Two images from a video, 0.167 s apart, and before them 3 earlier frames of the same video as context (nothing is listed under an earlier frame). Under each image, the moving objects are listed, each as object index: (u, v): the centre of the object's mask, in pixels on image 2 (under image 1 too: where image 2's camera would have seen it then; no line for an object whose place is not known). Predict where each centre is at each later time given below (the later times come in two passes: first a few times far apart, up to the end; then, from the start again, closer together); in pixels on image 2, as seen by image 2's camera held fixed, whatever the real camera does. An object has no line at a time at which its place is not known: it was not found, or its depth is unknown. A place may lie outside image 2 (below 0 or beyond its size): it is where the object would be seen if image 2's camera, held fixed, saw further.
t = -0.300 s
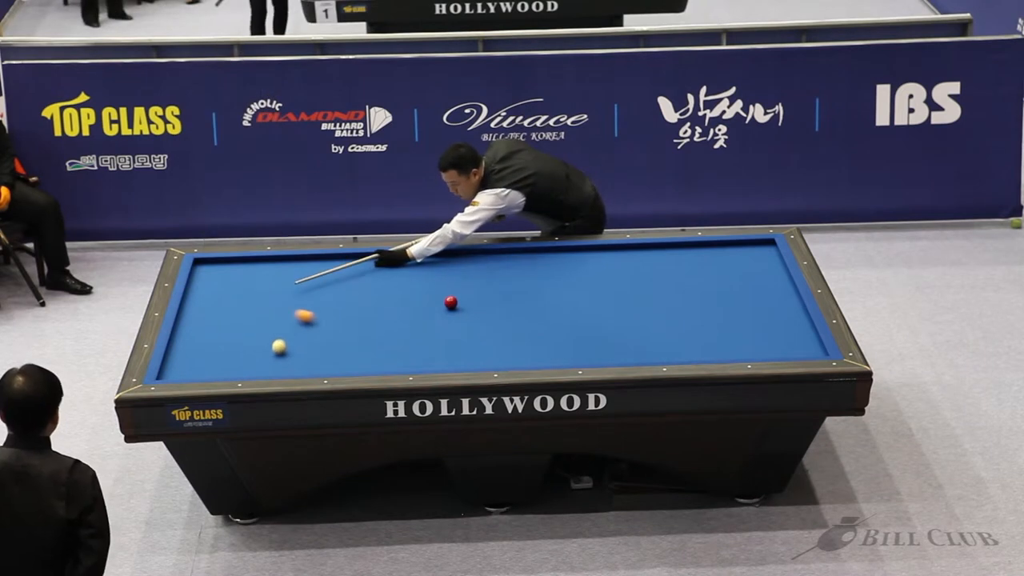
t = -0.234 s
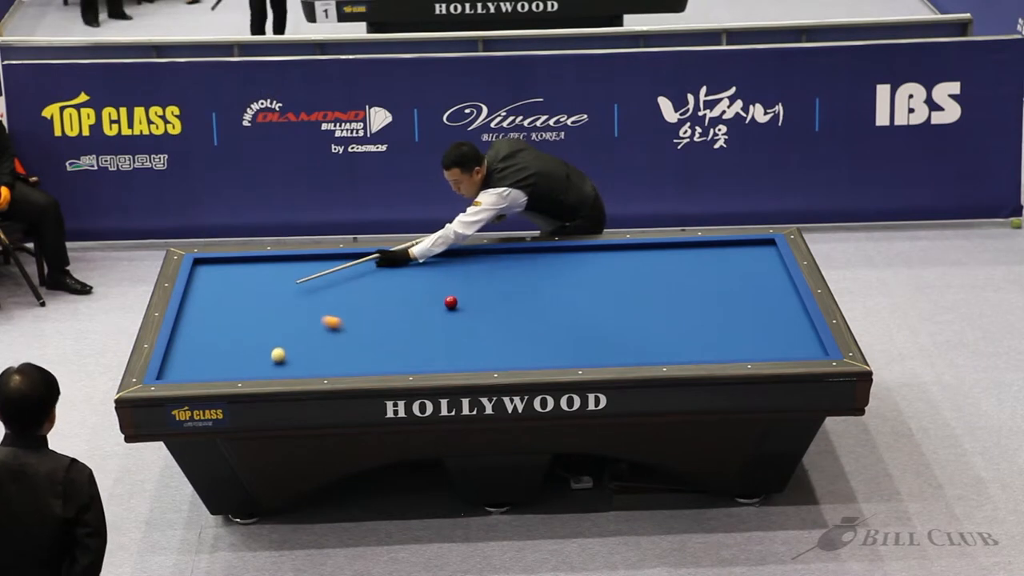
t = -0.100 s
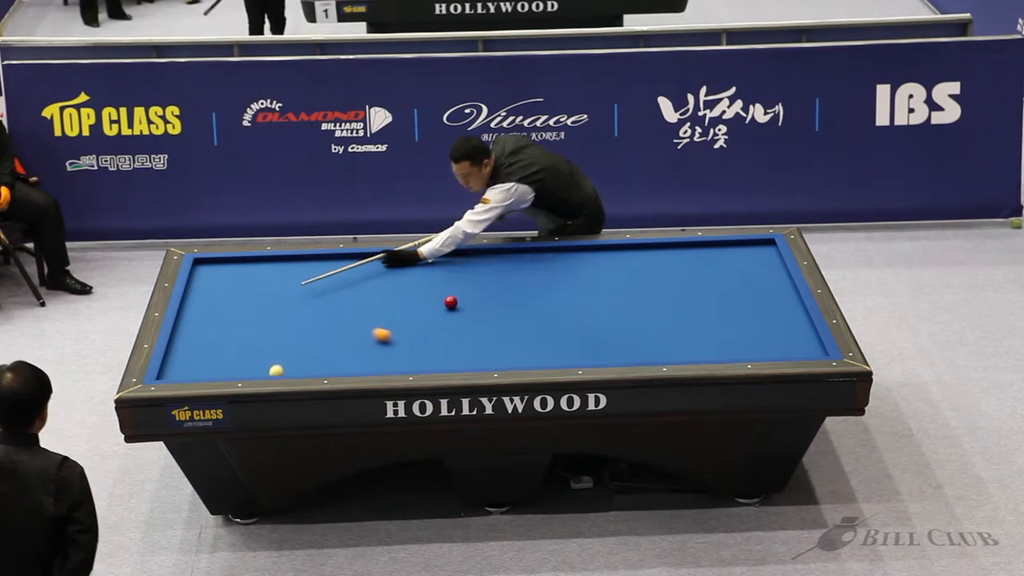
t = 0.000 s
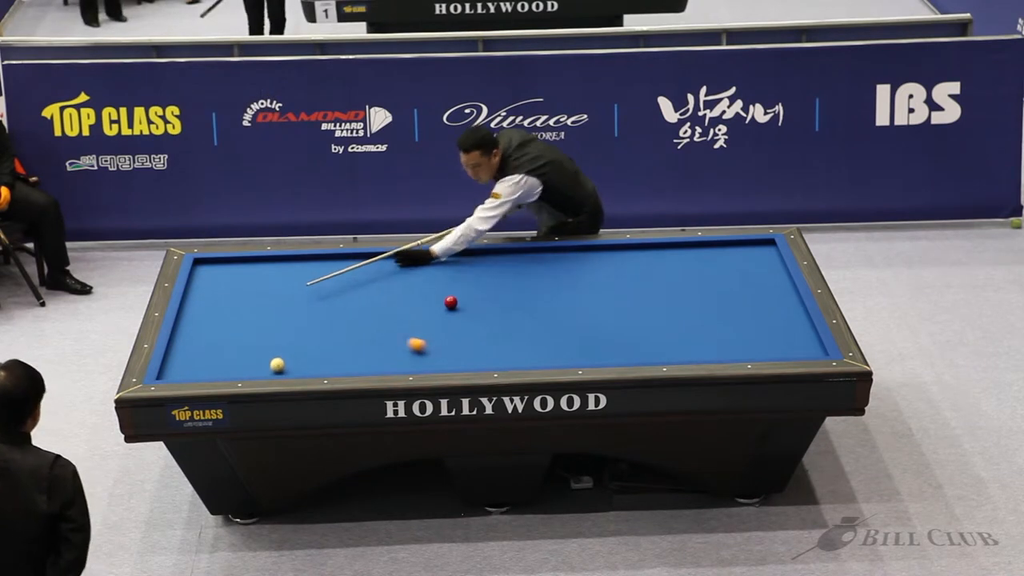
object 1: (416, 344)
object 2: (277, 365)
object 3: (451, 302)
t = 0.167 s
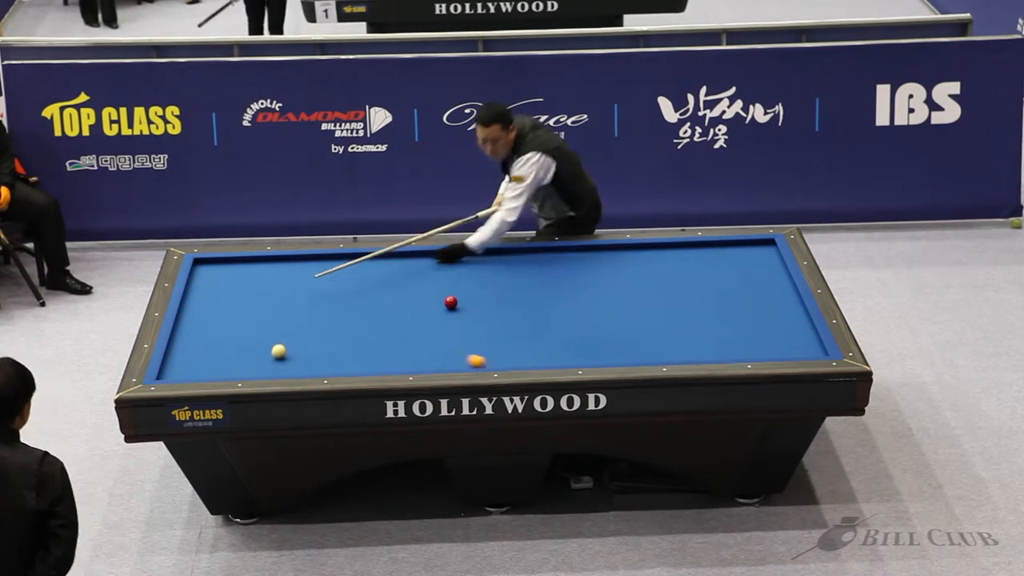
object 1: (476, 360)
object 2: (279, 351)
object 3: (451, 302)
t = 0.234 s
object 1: (500, 361)
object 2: (279, 347)
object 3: (451, 302)
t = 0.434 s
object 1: (560, 344)
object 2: (281, 333)
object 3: (451, 302)
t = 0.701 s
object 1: (639, 325)
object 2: (282, 316)
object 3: (451, 302)
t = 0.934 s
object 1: (704, 309)
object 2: (284, 302)
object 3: (451, 302)
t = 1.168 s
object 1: (766, 293)
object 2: (285, 288)
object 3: (451, 302)
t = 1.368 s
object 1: (764, 281)
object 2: (286, 277)
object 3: (451, 302)
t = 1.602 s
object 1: (718, 267)
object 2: (287, 265)
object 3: (451, 302)
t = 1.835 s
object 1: (677, 254)
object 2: (287, 261)
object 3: (451, 302)
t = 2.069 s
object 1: (641, 247)
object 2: (285, 268)
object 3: (451, 302)
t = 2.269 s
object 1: (613, 256)
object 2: (283, 273)
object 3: (451, 302)
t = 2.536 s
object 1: (577, 267)
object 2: (282, 281)
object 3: (451, 302)
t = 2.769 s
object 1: (545, 276)
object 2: (280, 287)
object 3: (451, 302)
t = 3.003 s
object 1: (512, 285)
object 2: (278, 294)
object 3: (451, 302)
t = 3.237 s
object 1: (480, 294)
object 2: (277, 300)
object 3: (451, 302)
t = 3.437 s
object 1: (463, 300)
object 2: (276, 305)
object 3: (440, 304)
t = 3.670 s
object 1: (458, 305)
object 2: (274, 311)
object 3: (416, 308)
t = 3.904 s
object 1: (453, 309)
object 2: (273, 317)
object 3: (392, 313)
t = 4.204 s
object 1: (447, 314)
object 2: (272, 324)
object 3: (363, 317)
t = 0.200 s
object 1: (488, 362)
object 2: (279, 349)
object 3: (451, 302)
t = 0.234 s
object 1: (500, 361)
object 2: (279, 347)
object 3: (451, 302)
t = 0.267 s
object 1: (510, 359)
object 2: (279, 344)
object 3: (451, 302)
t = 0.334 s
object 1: (530, 353)
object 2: (280, 340)
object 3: (451, 302)
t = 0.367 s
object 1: (541, 349)
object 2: (280, 338)
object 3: (451, 302)
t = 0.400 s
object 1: (551, 347)
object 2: (281, 335)
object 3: (451, 302)
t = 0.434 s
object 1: (560, 344)
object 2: (281, 333)
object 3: (451, 302)
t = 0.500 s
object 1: (580, 339)
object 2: (281, 329)
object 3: (451, 302)
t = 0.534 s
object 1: (590, 337)
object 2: (281, 327)
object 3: (451, 302)
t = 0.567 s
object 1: (600, 335)
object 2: (282, 325)
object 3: (451, 302)
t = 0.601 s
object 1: (610, 332)
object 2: (282, 322)
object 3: (451, 302)
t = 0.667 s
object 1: (629, 327)
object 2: (282, 318)
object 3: (451, 302)
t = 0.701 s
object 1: (639, 325)
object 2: (282, 316)
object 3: (451, 302)
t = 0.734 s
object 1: (648, 323)
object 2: (283, 314)
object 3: (451, 302)
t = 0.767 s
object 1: (658, 320)
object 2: (283, 312)
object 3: (451, 302)
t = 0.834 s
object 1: (676, 316)
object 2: (283, 308)
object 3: (451, 302)
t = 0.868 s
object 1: (686, 313)
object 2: (284, 306)
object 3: (451, 302)
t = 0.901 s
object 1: (695, 311)
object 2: (284, 304)
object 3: (451, 302)
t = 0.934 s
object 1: (704, 309)
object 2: (284, 302)
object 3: (451, 302)
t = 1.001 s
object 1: (722, 304)
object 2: (284, 298)
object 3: (451, 302)
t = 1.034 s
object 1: (731, 302)
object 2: (284, 296)
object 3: (451, 302)
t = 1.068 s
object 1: (740, 300)
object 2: (285, 294)
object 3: (451, 302)
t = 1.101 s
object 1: (749, 298)
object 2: (285, 292)
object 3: (451, 302)
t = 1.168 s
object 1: (766, 293)
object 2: (285, 288)
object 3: (451, 302)
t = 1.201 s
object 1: (775, 292)
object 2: (285, 287)
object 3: (451, 302)
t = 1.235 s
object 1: (784, 289)
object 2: (286, 285)
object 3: (451, 302)
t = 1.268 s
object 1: (789, 287)
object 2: (286, 283)
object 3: (451, 302)
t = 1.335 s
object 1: (772, 283)
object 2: (286, 279)
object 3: (451, 302)
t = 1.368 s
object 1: (764, 281)
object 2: (286, 277)
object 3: (451, 302)
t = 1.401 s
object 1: (756, 279)
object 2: (286, 276)
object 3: (451, 302)
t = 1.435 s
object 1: (749, 277)
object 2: (286, 274)
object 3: (451, 302)
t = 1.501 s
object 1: (736, 273)
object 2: (287, 271)
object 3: (451, 302)
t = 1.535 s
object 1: (730, 271)
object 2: (287, 269)
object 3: (451, 302)
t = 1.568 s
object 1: (724, 269)
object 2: (287, 267)
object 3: (451, 302)
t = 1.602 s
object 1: (718, 267)
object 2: (287, 265)
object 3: (451, 302)
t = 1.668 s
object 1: (706, 263)
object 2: (288, 262)
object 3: (451, 302)
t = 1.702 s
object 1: (700, 262)
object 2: (288, 260)
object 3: (451, 302)
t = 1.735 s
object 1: (694, 260)
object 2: (288, 259)
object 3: (451, 302)
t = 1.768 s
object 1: (689, 258)
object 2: (288, 258)
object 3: (451, 302)
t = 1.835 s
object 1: (677, 254)
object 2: (287, 261)
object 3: (451, 302)
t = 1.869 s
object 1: (672, 252)
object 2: (287, 262)
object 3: (451, 302)
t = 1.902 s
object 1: (666, 251)
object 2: (287, 263)
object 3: (451, 302)
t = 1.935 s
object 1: (661, 249)
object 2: (286, 264)
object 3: (451, 302)
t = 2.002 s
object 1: (650, 245)
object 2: (286, 266)
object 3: (451, 302)
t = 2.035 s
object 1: (645, 246)
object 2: (286, 267)
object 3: (451, 302)
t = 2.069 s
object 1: (641, 247)
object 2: (285, 268)
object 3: (451, 302)
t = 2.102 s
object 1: (636, 249)
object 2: (285, 268)
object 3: (451, 302)
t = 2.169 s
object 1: (627, 252)
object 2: (284, 271)
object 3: (451, 302)
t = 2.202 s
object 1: (622, 253)
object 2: (284, 271)
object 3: (451, 302)
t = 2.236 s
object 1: (618, 255)
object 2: (284, 272)
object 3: (451, 302)
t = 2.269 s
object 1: (613, 256)
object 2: (283, 273)
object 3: (451, 302)
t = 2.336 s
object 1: (604, 259)
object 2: (283, 275)
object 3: (451, 302)
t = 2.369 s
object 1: (600, 260)
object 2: (283, 276)
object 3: (451, 302)
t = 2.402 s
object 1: (595, 261)
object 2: (283, 277)
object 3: (451, 302)
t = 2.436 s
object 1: (590, 263)
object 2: (282, 278)
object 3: (451, 302)
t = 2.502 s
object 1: (581, 265)
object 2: (282, 280)
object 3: (451, 302)
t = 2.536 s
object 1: (577, 267)
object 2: (282, 281)
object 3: (451, 302)
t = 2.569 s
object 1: (572, 268)
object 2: (281, 282)
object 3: (451, 302)
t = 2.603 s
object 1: (567, 269)
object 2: (281, 283)
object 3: (451, 302)
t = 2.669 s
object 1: (558, 272)
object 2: (281, 284)
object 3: (451, 302)
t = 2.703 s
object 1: (554, 273)
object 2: (281, 285)
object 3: (451, 302)
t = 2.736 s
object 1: (549, 274)
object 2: (280, 286)
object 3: (451, 302)
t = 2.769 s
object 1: (545, 276)
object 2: (280, 287)
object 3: (451, 302)
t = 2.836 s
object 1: (535, 279)
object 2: (279, 289)
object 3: (451, 302)
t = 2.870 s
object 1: (531, 280)
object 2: (279, 290)
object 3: (451, 302)
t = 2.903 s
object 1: (526, 281)
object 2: (279, 291)
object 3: (451, 302)
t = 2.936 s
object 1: (521, 282)
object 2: (279, 292)
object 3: (451, 302)
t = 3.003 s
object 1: (512, 285)
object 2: (278, 294)
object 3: (451, 302)
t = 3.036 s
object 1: (507, 286)
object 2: (278, 294)
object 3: (451, 302)
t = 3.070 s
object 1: (503, 287)
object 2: (278, 295)
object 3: (451, 302)
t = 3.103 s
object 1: (498, 289)
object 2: (278, 296)
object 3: (451, 302)
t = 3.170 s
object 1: (489, 292)
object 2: (277, 298)
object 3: (451, 302)
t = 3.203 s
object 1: (484, 293)
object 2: (277, 299)
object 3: (451, 302)
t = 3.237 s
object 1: (480, 294)
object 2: (277, 300)
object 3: (451, 302)
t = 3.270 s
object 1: (475, 296)
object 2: (277, 301)
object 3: (451, 302)
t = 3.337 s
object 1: (466, 298)
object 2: (276, 302)
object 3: (451, 302)
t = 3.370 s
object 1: (463, 299)
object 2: (276, 303)
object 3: (449, 303)
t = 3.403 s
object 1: (463, 300)
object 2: (276, 304)
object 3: (444, 304)
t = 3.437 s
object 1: (463, 300)
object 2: (276, 305)
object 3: (440, 304)
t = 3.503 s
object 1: (461, 302)
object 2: (275, 307)
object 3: (432, 306)
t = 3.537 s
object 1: (461, 302)
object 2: (275, 308)
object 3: (429, 306)
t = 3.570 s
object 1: (460, 303)
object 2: (275, 309)
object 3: (425, 307)
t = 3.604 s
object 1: (460, 304)
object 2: (275, 309)
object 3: (422, 307)
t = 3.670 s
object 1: (458, 305)
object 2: (274, 311)
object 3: (416, 308)
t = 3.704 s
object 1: (457, 305)
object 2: (274, 312)
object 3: (412, 309)
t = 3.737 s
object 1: (456, 306)
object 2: (274, 313)
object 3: (409, 310)
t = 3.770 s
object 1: (456, 307)
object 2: (274, 314)
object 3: (405, 310)
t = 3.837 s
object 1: (455, 308)
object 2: (274, 315)
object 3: (399, 311)
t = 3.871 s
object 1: (454, 309)
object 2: (273, 316)
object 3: (396, 312)
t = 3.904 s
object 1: (453, 309)
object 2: (273, 317)
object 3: (392, 313)
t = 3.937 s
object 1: (453, 310)
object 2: (273, 318)
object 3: (389, 313)
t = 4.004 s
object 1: (451, 311)
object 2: (273, 319)
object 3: (383, 314)
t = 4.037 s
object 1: (451, 311)
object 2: (272, 320)
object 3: (379, 314)
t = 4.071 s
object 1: (450, 312)
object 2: (272, 321)
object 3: (376, 315)
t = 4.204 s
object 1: (447, 314)
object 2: (272, 324)
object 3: (363, 317)
